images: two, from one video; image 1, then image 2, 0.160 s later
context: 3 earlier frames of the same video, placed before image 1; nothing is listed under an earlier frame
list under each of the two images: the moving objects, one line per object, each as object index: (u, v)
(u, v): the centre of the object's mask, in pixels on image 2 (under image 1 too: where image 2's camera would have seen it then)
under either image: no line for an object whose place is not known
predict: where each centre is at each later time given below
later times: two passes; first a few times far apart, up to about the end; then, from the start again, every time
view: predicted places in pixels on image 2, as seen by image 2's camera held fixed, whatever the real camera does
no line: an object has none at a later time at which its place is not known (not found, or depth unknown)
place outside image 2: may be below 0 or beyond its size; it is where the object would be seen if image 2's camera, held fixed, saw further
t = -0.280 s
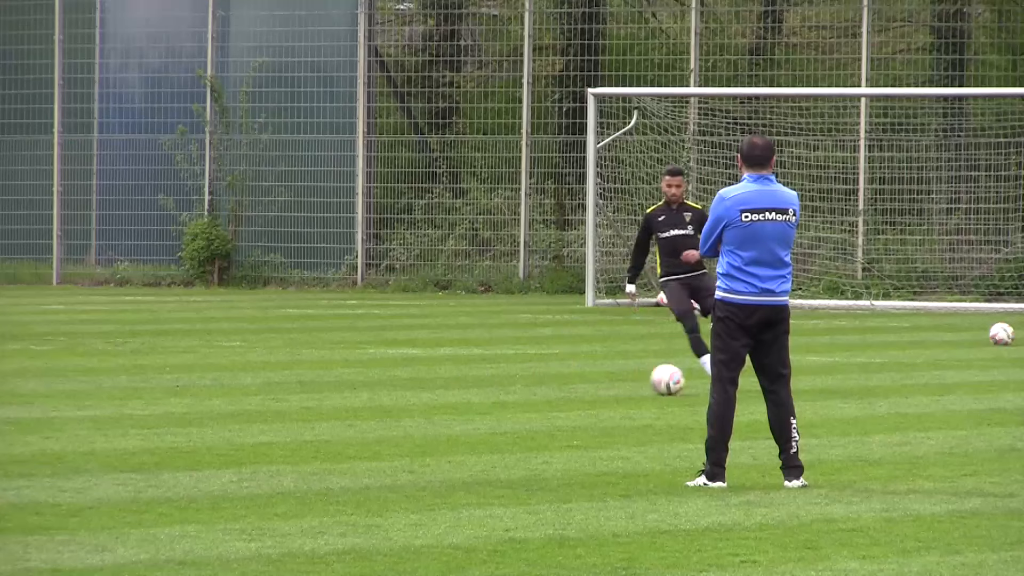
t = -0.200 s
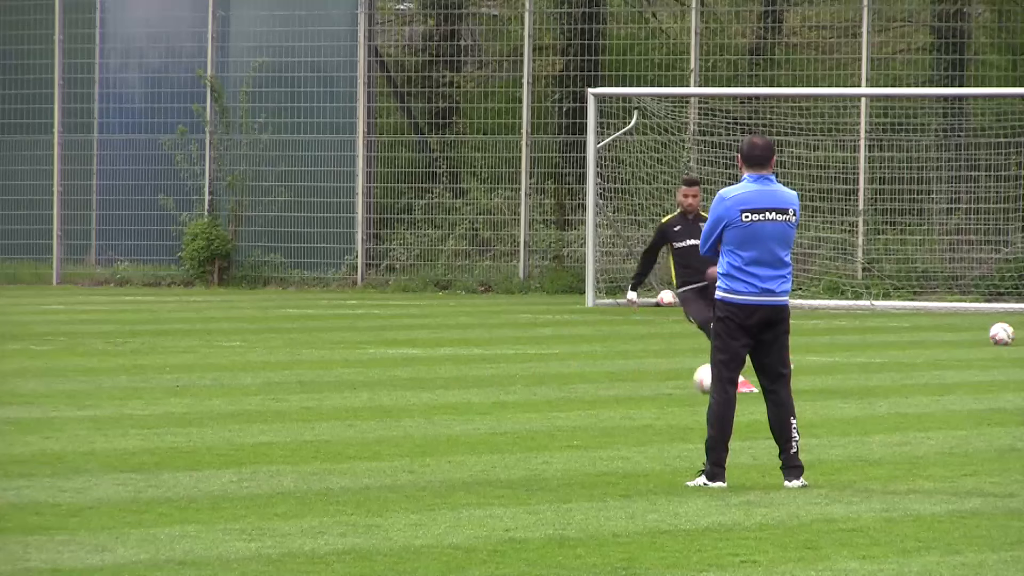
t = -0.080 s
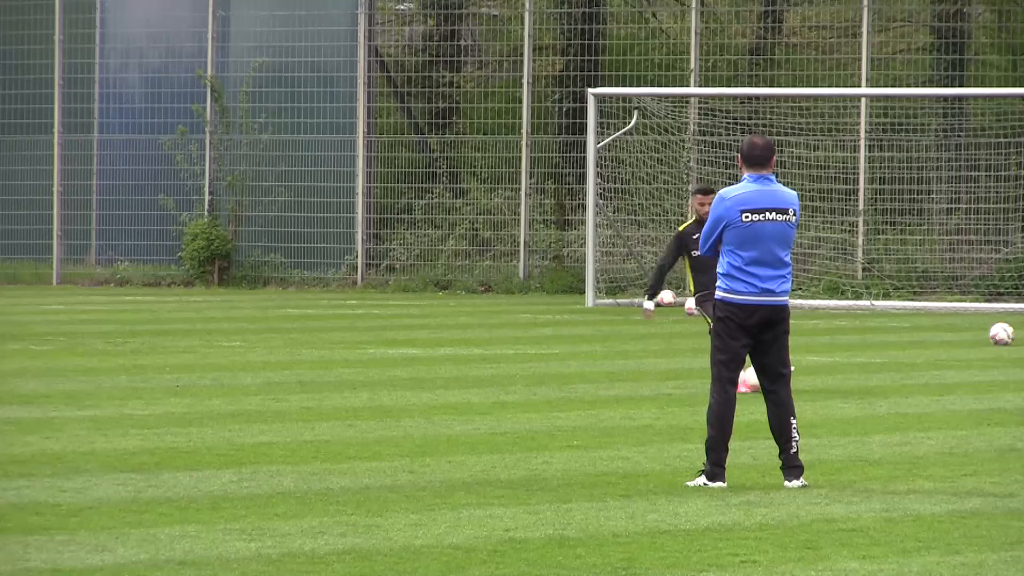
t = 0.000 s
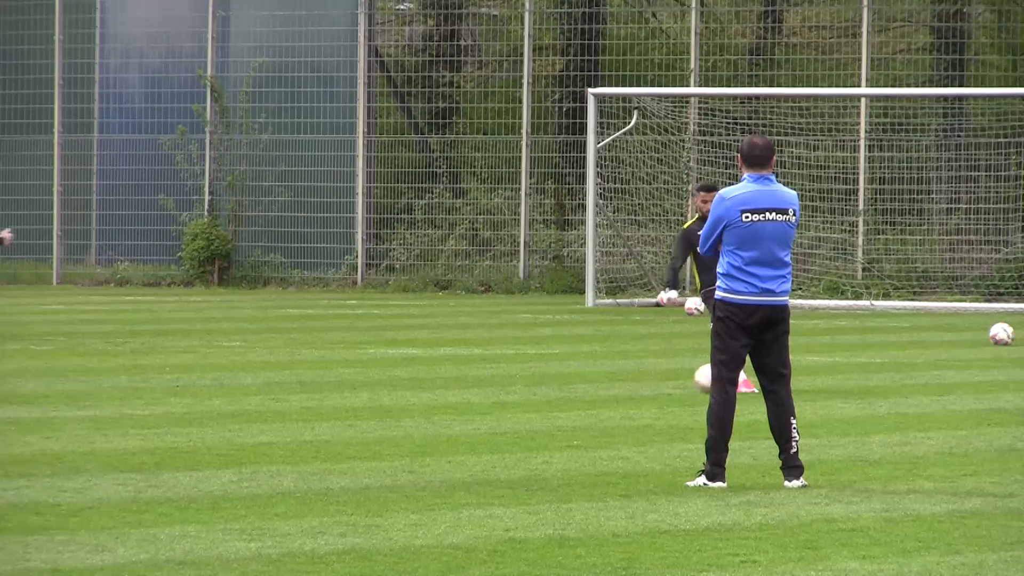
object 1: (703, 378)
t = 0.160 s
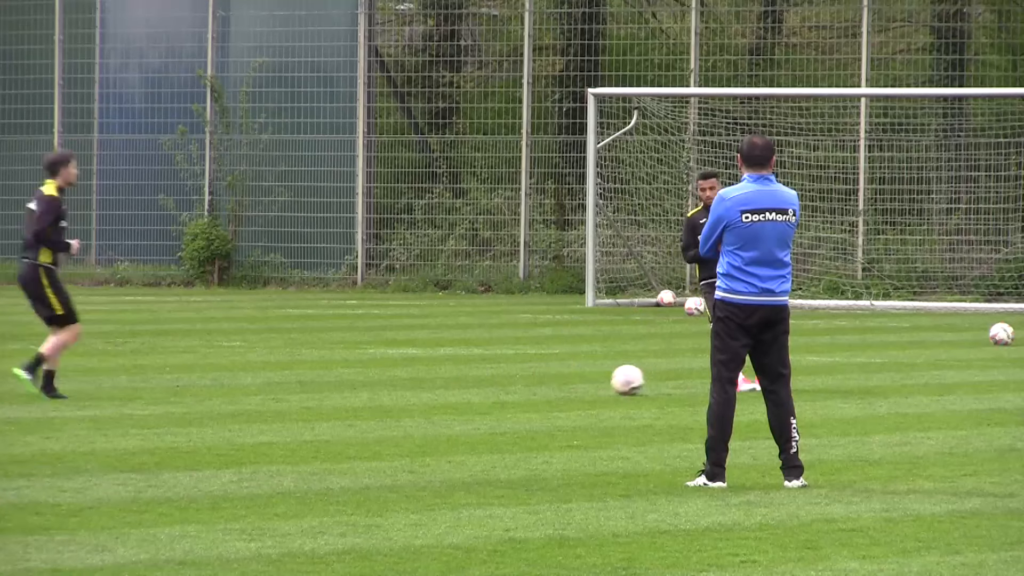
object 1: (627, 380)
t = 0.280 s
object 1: (573, 382)
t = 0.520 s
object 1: (470, 384)
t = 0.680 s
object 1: (406, 385)
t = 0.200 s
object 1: (609, 380)
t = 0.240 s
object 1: (591, 382)
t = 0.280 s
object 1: (573, 382)
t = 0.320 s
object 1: (556, 382)
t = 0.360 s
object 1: (538, 383)
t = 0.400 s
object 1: (520, 383)
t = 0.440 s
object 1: (504, 383)
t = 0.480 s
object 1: (487, 385)
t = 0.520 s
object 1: (470, 384)
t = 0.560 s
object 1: (454, 384)
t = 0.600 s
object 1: (438, 385)
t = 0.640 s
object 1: (422, 385)
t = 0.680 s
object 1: (406, 385)
